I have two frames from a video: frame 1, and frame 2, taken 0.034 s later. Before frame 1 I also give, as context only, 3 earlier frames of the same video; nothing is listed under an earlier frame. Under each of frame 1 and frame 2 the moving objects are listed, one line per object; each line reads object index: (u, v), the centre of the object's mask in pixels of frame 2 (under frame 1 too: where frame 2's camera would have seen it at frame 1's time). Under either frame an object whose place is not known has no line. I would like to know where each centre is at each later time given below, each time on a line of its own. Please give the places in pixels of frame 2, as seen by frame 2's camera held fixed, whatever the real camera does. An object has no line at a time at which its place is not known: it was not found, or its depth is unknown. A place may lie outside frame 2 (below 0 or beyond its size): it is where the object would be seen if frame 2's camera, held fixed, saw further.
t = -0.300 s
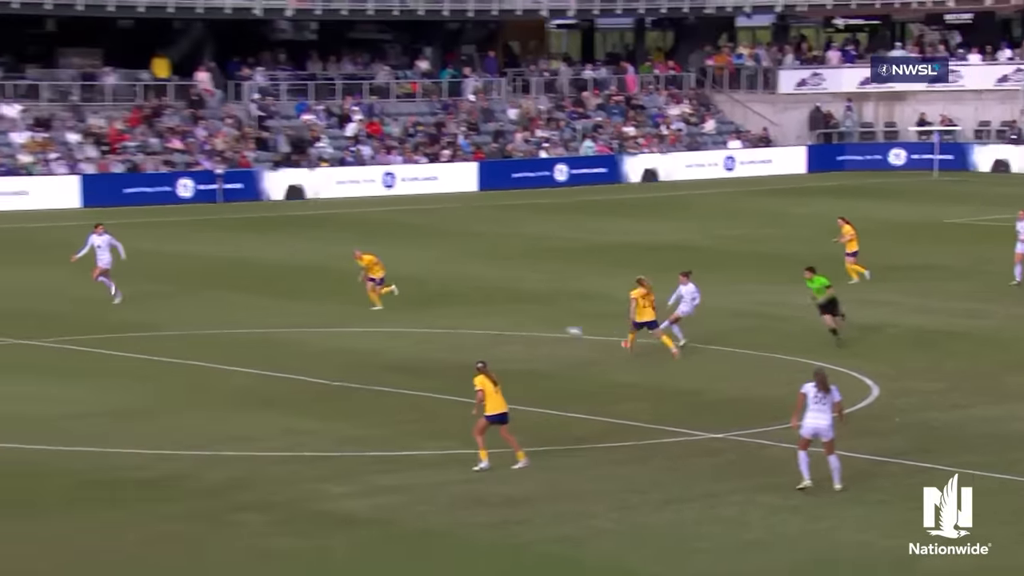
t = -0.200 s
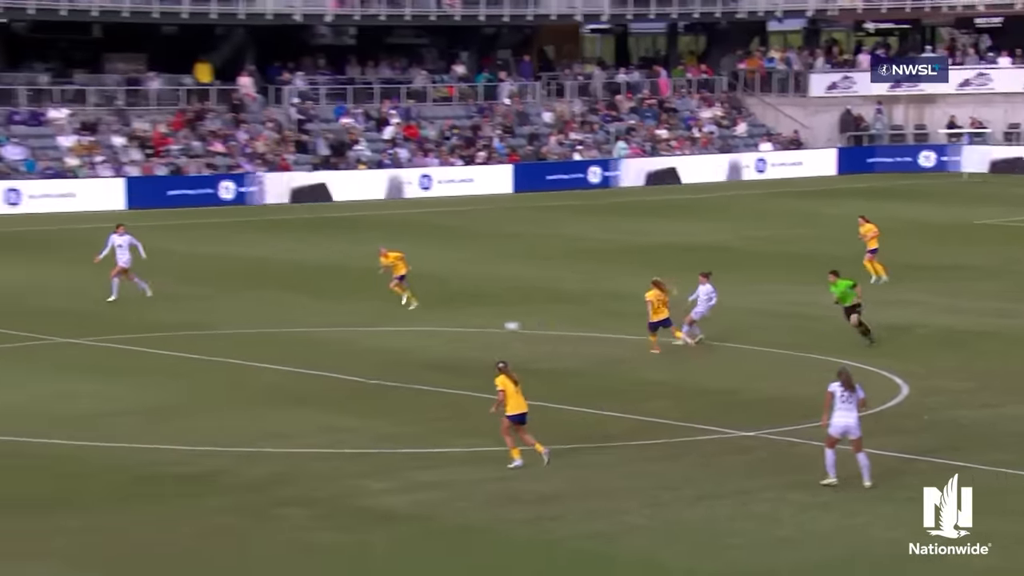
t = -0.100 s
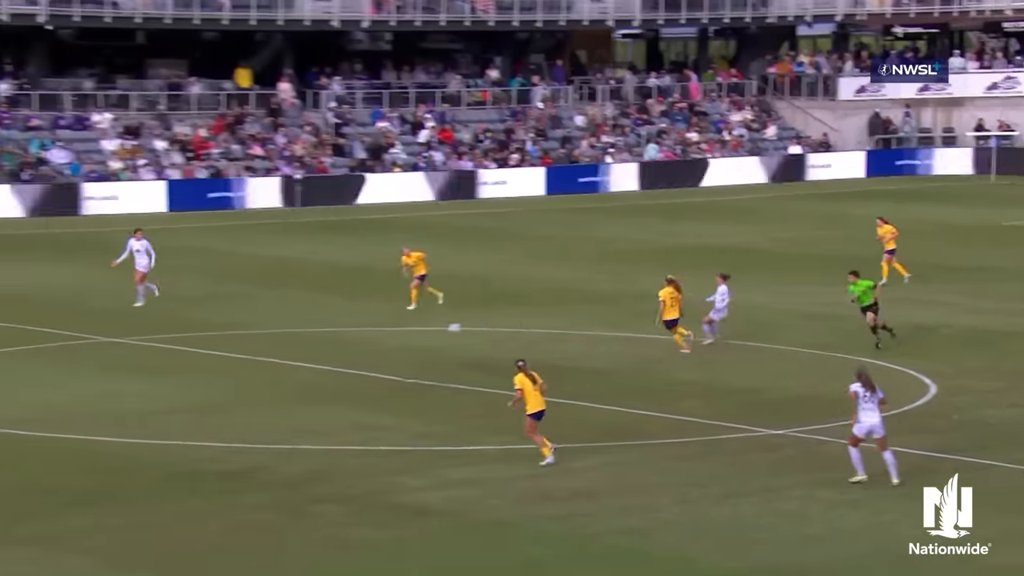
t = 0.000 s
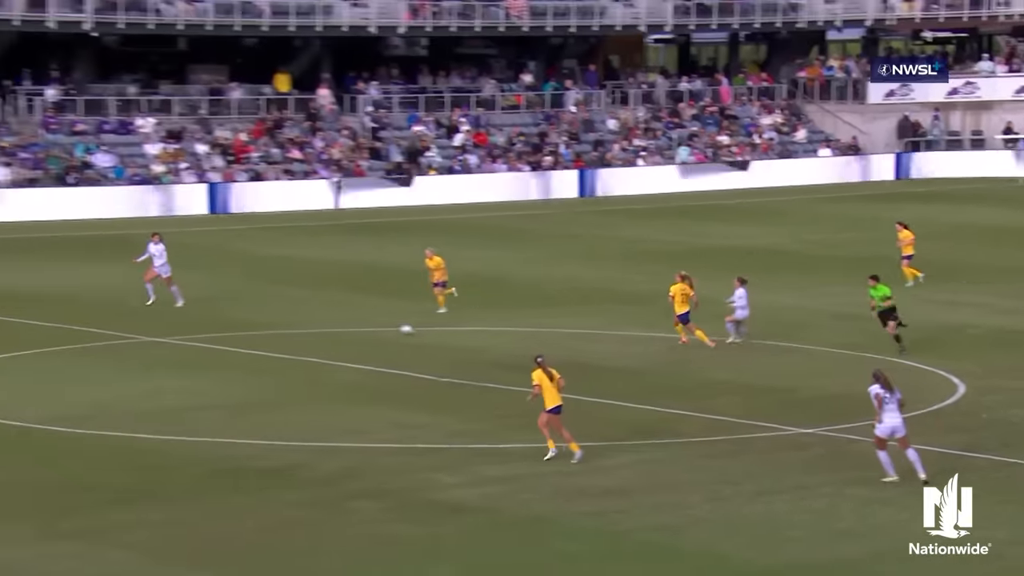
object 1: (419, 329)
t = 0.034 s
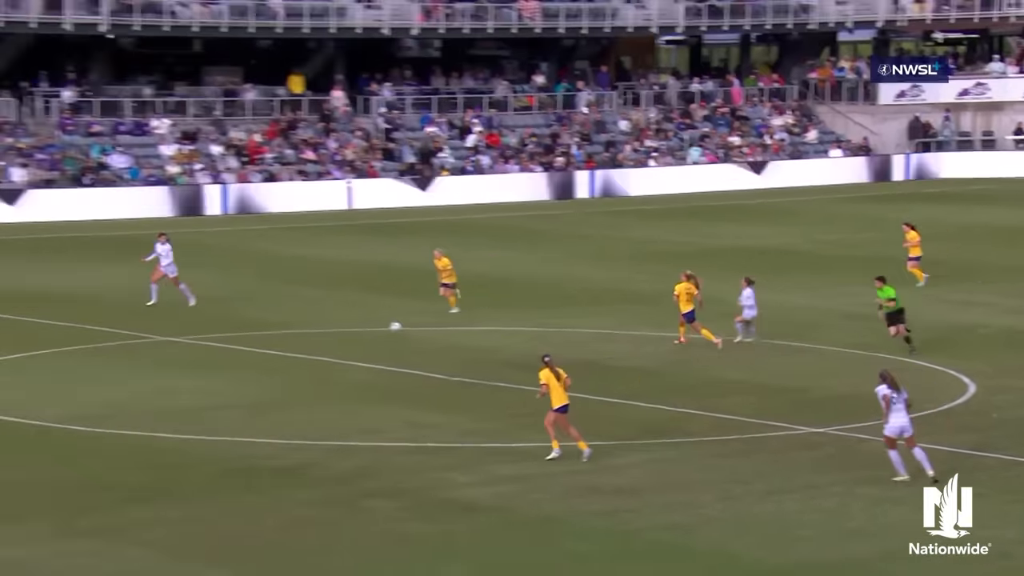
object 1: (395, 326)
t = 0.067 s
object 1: (372, 325)
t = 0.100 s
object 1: (350, 325)
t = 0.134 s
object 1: (327, 324)
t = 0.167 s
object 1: (304, 324)
